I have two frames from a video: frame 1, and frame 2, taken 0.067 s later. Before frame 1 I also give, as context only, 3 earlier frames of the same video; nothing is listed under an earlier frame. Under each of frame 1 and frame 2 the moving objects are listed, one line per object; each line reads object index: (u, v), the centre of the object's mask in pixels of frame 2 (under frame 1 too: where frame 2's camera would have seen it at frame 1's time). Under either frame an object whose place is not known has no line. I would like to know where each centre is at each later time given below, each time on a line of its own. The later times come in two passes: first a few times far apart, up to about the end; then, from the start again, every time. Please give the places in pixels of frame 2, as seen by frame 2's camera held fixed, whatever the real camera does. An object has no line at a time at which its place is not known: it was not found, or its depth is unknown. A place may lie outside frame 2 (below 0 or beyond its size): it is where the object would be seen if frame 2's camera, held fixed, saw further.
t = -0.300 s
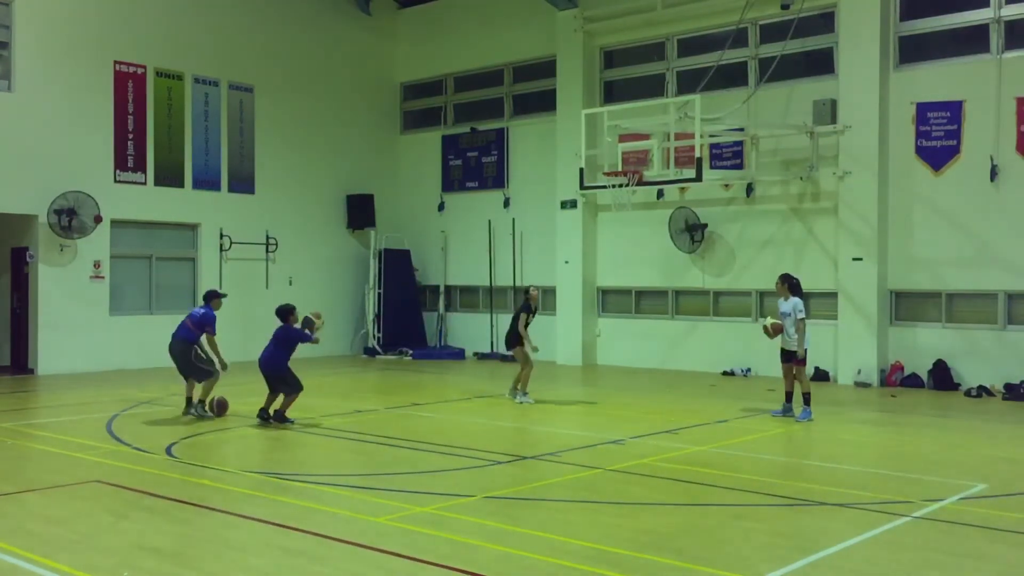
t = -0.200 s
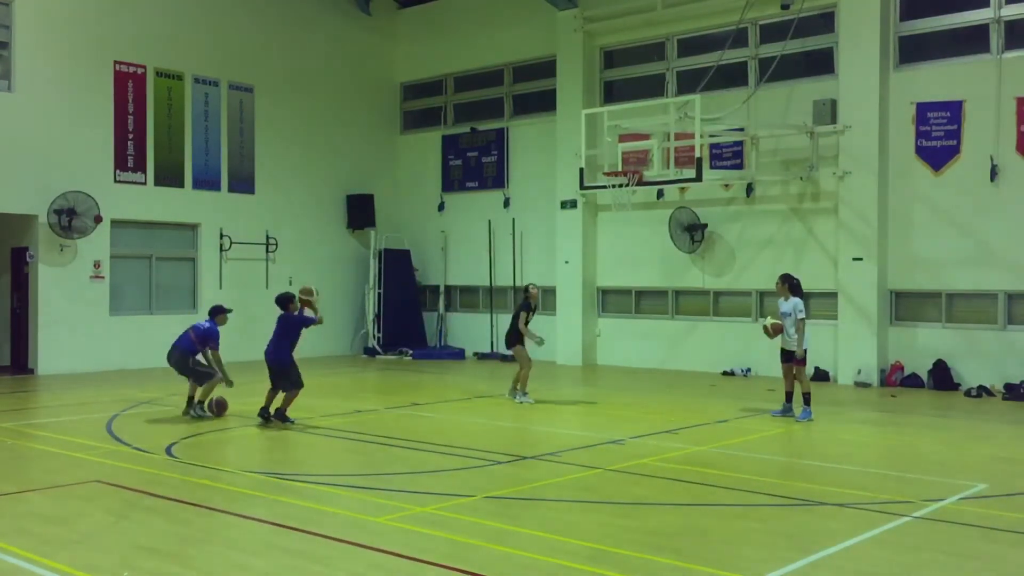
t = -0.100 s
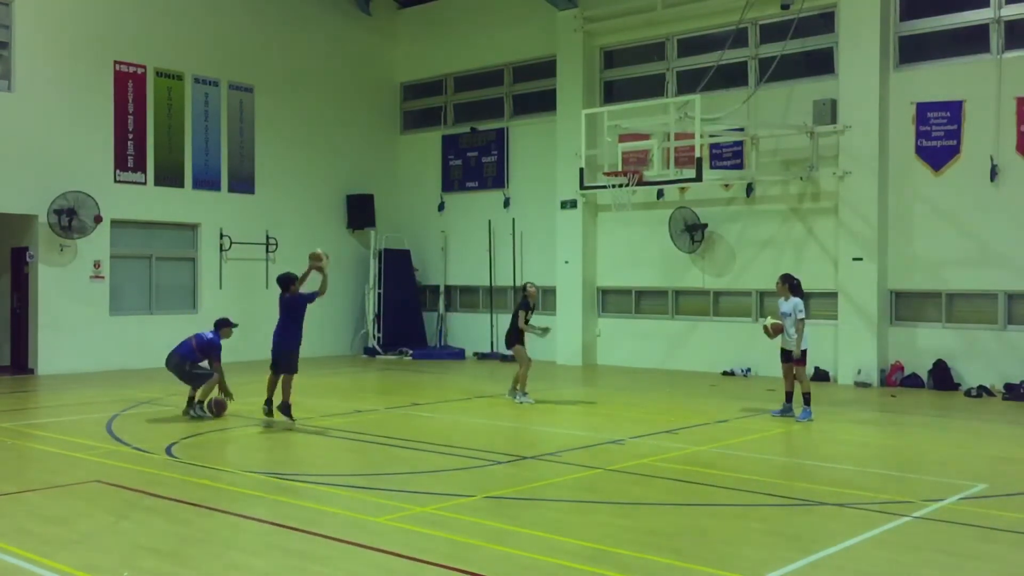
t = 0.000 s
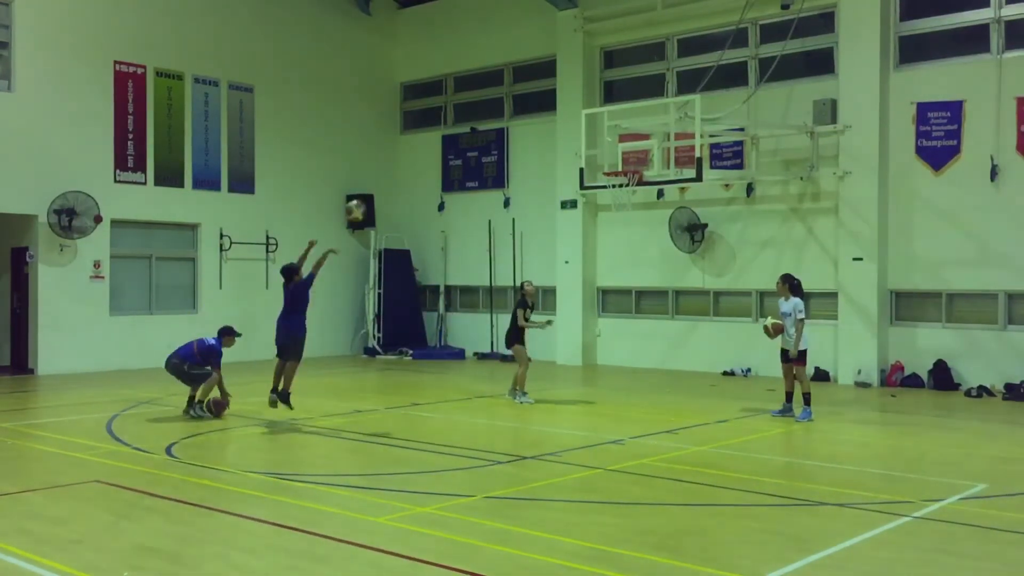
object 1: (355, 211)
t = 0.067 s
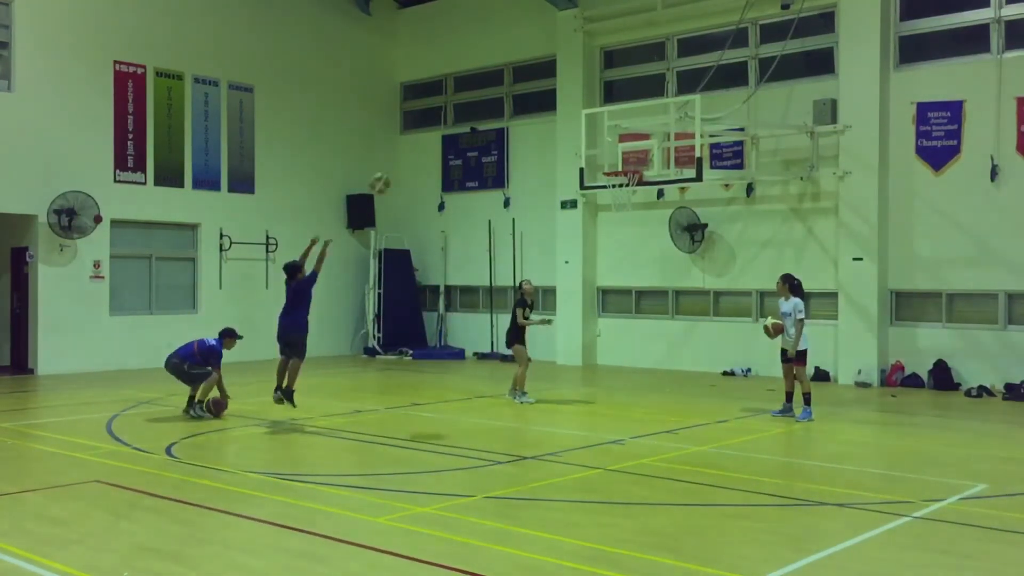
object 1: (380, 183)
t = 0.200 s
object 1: (427, 142)
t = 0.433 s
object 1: (504, 109)
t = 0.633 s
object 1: (565, 115)
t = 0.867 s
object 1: (629, 162)
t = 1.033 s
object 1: (643, 129)
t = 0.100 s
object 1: (391, 172)
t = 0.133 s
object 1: (403, 161)
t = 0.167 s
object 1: (416, 150)
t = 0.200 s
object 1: (427, 142)
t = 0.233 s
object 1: (437, 135)
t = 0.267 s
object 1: (450, 128)
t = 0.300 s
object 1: (461, 122)
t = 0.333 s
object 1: (470, 117)
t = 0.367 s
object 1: (483, 114)
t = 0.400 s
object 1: (493, 111)
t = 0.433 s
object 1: (504, 109)
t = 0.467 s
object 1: (516, 107)
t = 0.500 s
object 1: (524, 107)
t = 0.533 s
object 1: (535, 108)
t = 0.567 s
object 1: (545, 109)
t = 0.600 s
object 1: (555, 111)
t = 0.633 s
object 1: (565, 115)
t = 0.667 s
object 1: (575, 120)
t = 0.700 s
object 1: (583, 124)
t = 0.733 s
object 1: (594, 131)
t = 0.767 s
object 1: (603, 137)
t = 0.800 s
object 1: (612, 145)
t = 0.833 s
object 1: (623, 153)
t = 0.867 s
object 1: (629, 162)
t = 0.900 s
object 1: (636, 160)
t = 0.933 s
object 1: (640, 149)
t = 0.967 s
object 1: (641, 142)
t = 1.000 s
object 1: (645, 137)
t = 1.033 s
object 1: (643, 129)
